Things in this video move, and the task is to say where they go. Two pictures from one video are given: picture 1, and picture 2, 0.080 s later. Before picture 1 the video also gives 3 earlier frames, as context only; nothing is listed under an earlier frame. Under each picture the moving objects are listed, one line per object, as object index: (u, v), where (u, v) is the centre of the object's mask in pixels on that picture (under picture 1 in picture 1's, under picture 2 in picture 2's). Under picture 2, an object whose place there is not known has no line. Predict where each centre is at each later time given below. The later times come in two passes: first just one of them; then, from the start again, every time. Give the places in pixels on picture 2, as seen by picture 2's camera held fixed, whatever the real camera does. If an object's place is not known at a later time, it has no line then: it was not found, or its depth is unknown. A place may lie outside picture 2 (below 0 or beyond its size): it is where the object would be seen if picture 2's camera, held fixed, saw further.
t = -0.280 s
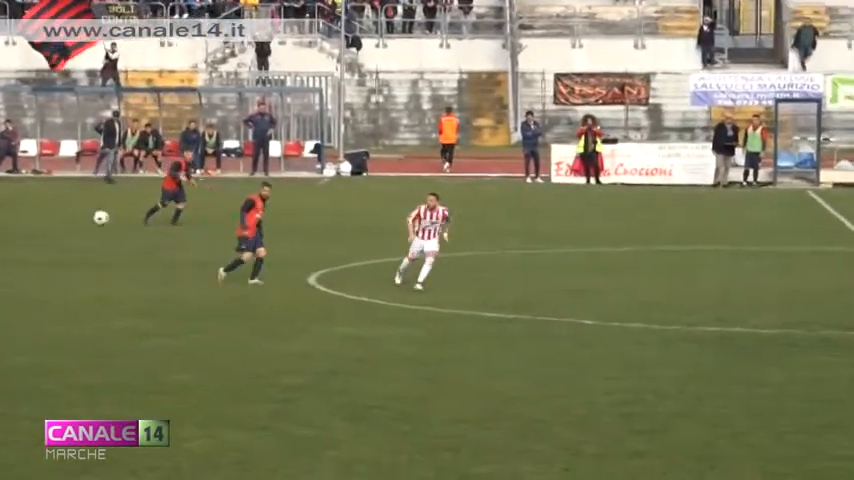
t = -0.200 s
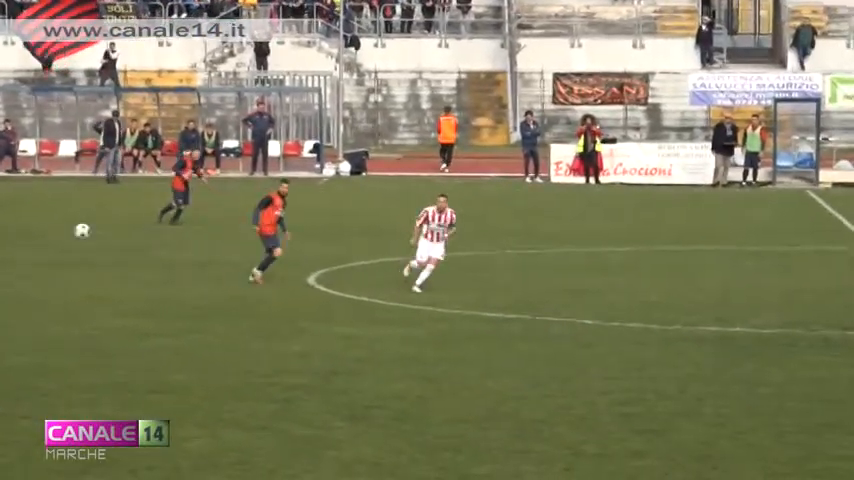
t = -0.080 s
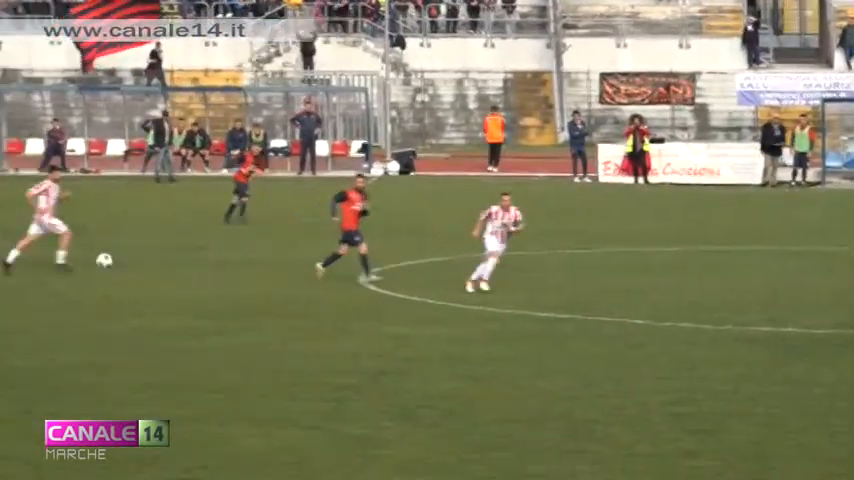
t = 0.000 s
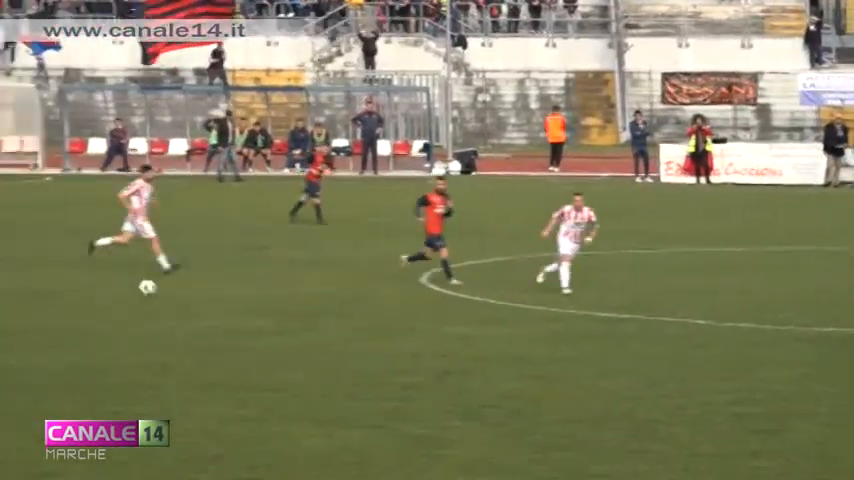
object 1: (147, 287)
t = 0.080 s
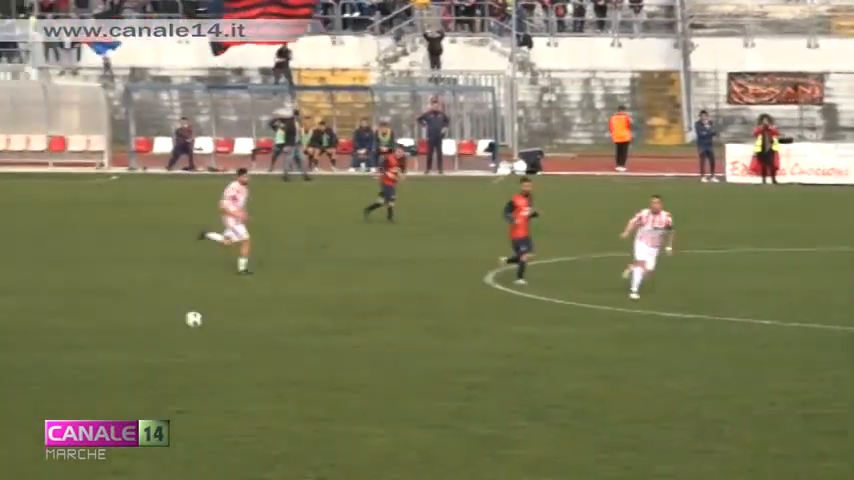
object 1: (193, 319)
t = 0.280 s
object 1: (155, 292)
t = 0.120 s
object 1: (186, 312)
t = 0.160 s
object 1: (178, 306)
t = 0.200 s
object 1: (170, 299)
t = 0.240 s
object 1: (163, 295)
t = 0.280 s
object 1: (155, 292)
